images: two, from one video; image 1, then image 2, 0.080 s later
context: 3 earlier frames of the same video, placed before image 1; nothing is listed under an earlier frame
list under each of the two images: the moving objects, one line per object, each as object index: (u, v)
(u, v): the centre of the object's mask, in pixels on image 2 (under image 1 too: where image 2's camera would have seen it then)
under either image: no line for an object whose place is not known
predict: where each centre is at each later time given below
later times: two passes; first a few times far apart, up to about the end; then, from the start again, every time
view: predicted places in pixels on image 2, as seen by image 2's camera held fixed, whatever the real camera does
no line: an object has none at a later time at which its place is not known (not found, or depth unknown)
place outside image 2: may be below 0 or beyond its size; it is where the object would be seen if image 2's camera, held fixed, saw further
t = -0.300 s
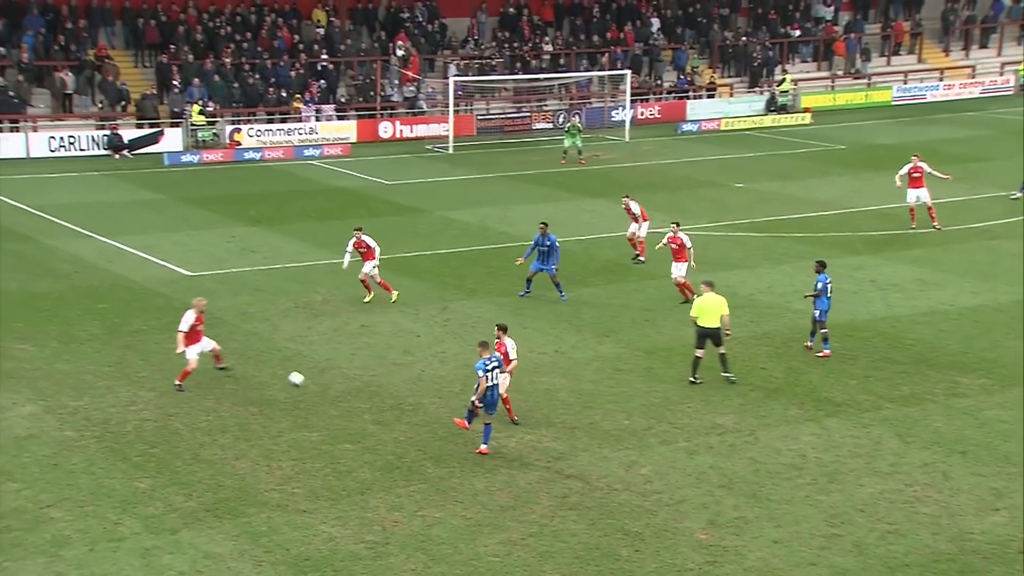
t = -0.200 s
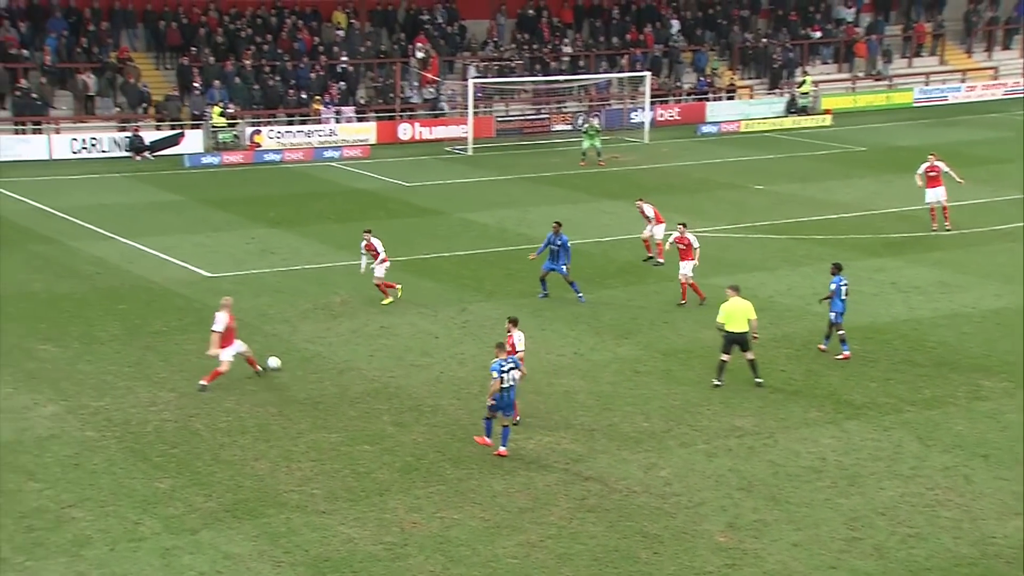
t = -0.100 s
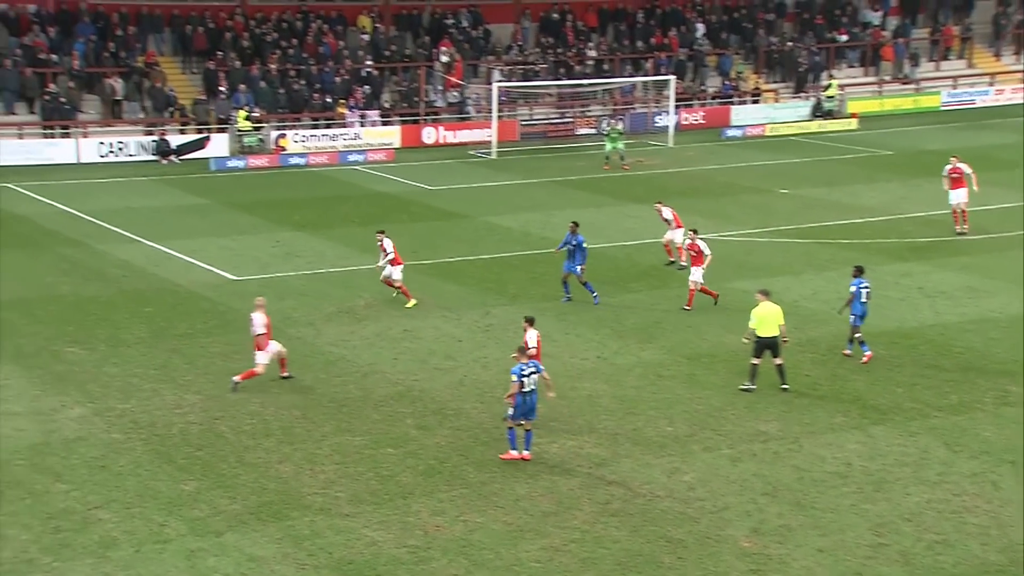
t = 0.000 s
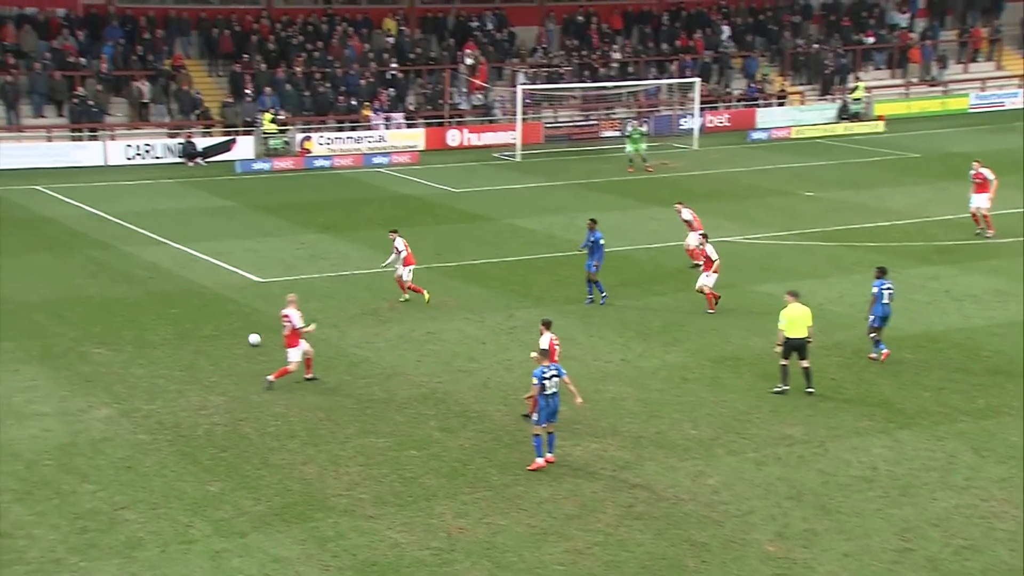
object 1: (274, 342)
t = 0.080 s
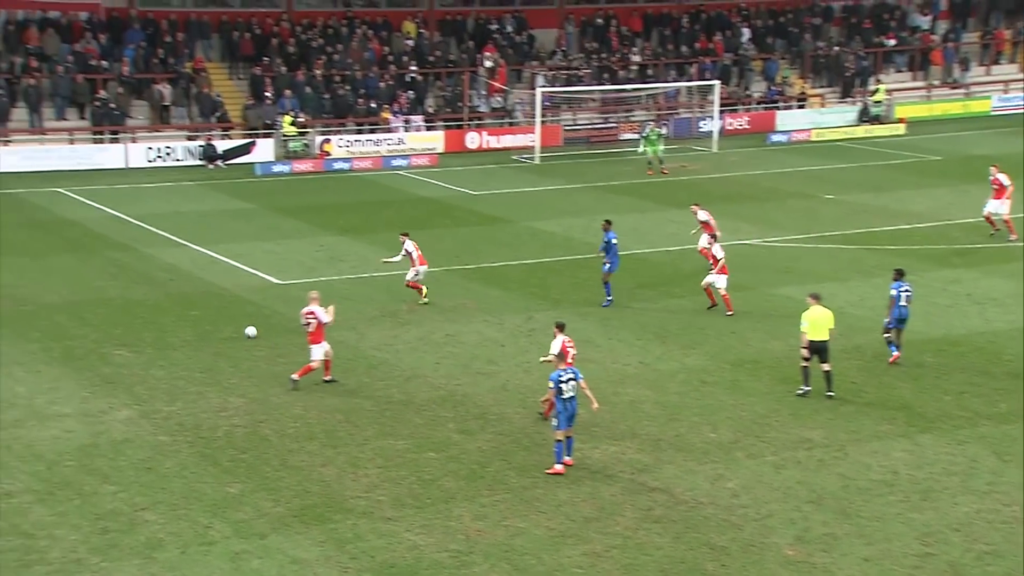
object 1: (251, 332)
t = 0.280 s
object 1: (201, 311)
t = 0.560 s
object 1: (145, 289)
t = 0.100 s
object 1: (245, 330)
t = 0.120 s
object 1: (240, 328)
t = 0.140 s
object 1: (235, 325)
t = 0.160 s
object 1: (230, 323)
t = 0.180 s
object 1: (225, 321)
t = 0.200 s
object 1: (220, 319)
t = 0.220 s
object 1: (215, 317)
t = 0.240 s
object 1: (210, 315)
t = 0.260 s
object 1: (205, 313)
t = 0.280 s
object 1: (201, 311)
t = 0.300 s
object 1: (197, 309)
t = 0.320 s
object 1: (192, 307)
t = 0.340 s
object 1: (188, 306)
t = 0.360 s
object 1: (184, 305)
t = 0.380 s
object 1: (179, 303)
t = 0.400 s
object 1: (175, 301)
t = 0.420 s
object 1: (172, 299)
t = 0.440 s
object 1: (168, 298)
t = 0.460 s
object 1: (163, 296)
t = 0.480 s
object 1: (159, 295)
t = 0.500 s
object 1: (156, 294)
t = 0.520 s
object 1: (152, 292)
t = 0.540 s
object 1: (149, 290)
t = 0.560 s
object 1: (145, 289)
